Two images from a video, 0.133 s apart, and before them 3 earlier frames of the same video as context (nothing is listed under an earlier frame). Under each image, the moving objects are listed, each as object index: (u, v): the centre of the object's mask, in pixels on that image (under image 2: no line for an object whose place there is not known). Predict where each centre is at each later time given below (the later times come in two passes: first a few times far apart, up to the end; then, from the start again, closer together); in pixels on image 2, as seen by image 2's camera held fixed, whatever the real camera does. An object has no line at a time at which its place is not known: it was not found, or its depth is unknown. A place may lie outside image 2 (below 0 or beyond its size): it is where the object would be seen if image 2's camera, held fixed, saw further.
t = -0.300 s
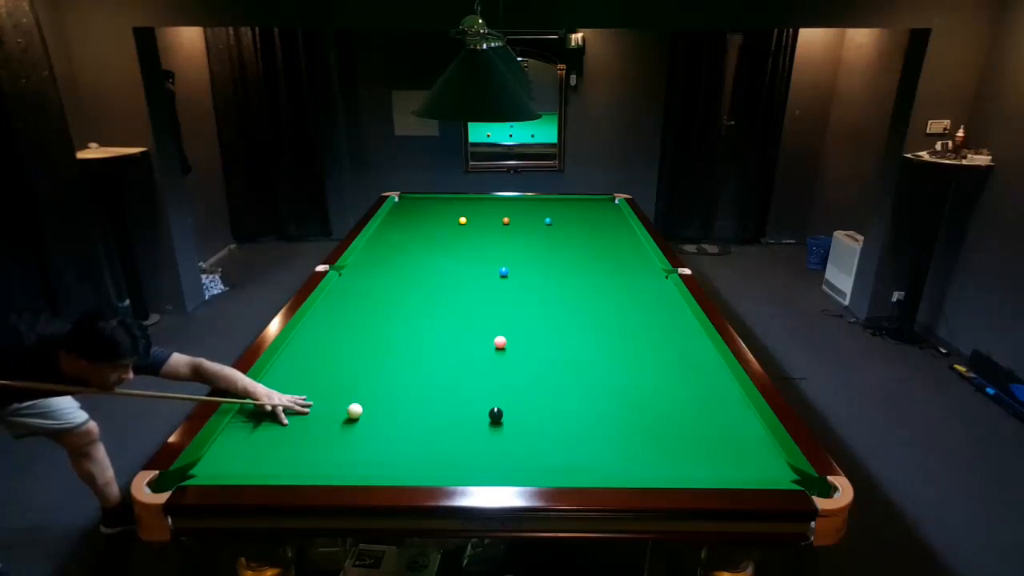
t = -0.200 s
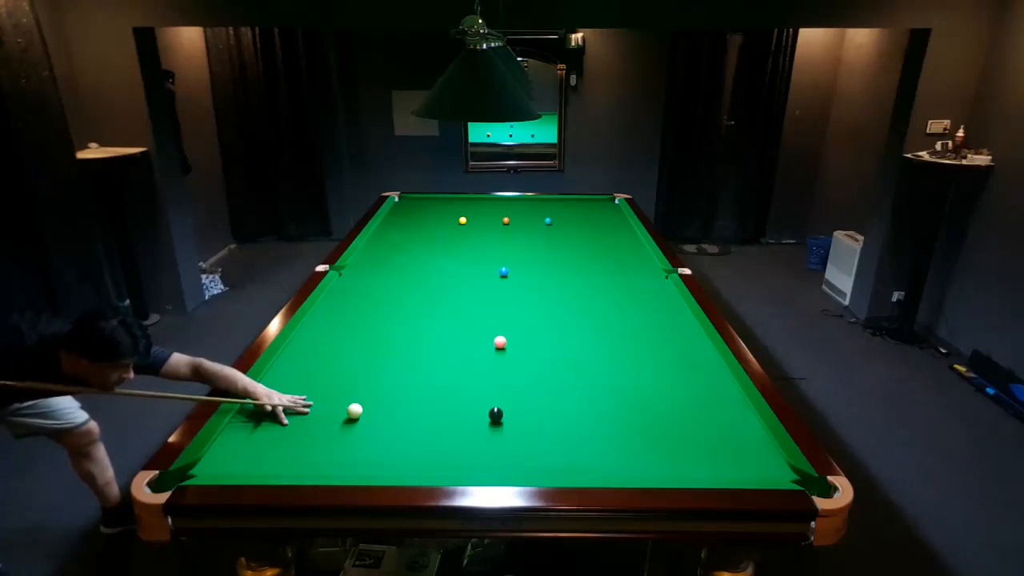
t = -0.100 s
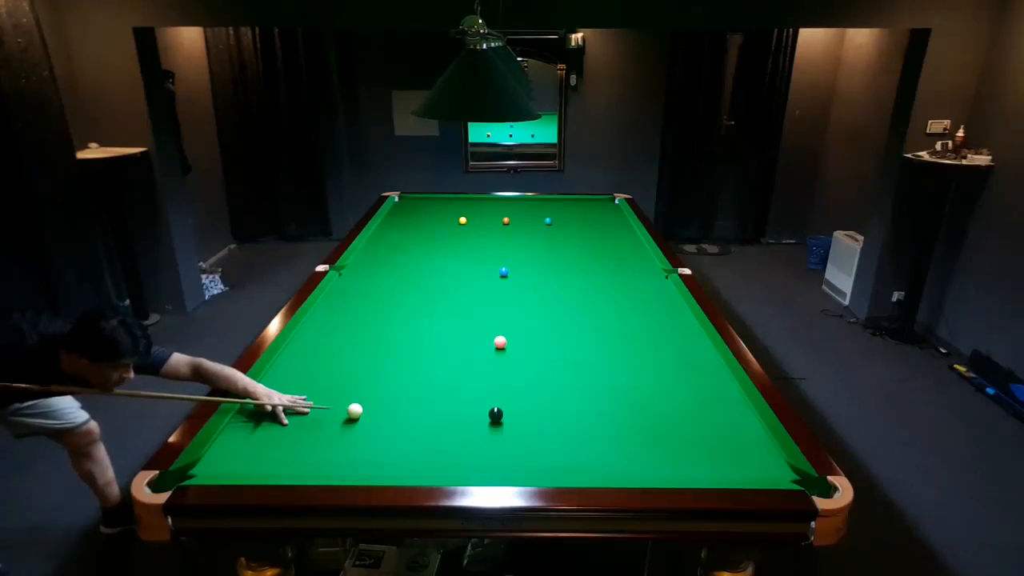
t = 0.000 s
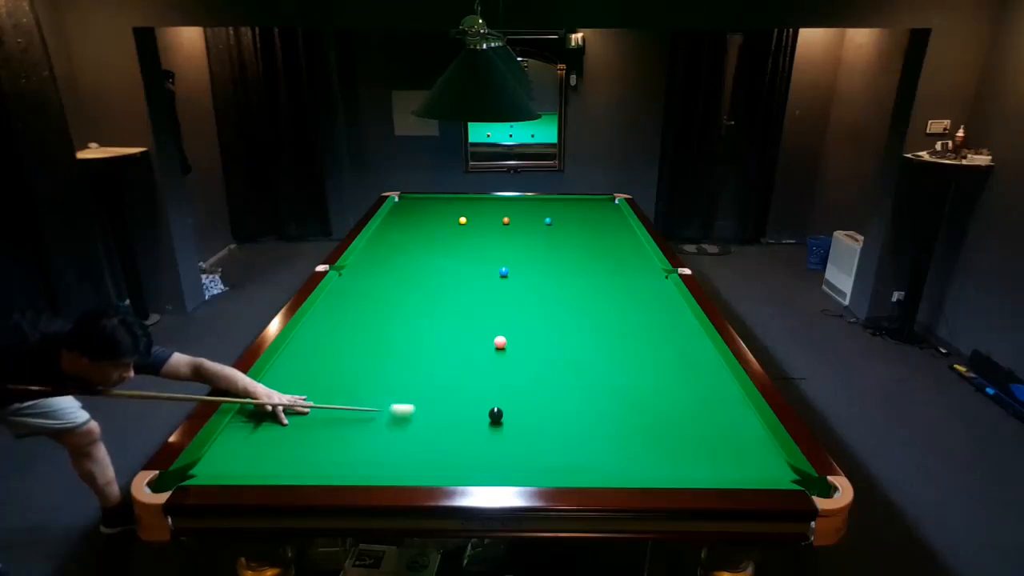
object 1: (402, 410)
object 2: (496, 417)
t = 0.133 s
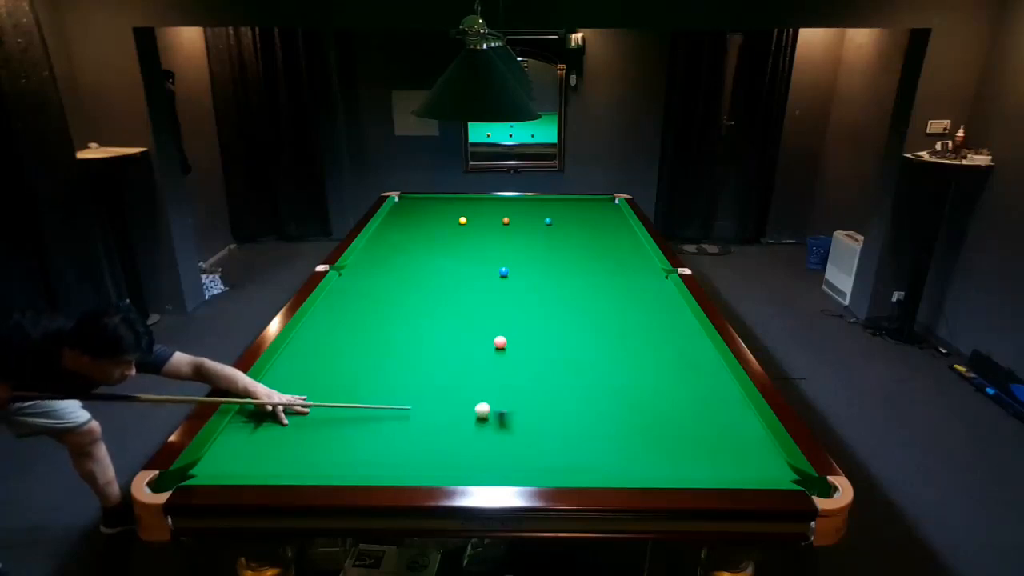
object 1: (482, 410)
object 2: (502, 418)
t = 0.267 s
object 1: (498, 400)
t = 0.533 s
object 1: (532, 382)
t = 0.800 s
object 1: (563, 367)
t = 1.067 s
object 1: (590, 353)
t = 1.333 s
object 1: (613, 342)
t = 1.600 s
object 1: (635, 331)
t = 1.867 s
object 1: (654, 323)
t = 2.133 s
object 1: (671, 314)
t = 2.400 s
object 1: (676, 307)
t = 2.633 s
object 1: (663, 300)
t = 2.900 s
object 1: (650, 293)
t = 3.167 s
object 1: (638, 286)
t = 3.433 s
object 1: (628, 281)
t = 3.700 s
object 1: (619, 276)
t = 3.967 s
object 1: (611, 271)
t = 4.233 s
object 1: (604, 268)
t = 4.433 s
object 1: (599, 265)
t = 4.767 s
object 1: (593, 262)
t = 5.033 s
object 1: (589, 259)
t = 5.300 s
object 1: (585, 257)
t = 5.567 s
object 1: (581, 255)
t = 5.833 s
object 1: (579, 254)
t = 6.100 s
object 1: (577, 253)
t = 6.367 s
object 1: (576, 253)
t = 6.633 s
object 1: (575, 252)
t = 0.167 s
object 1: (485, 408)
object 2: (519, 421)
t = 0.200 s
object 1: (489, 405)
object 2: (536, 424)
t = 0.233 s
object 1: (494, 402)
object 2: (553, 428)
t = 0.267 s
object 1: (498, 400)
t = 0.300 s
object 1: (502, 398)
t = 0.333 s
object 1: (507, 395)
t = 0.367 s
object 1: (511, 393)
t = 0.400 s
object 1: (516, 391)
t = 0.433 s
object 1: (520, 388)
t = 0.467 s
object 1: (524, 386)
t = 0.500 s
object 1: (528, 384)
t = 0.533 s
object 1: (532, 382)
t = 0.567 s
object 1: (536, 380)
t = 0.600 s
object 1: (540, 378)
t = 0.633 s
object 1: (544, 376)
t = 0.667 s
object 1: (548, 374)
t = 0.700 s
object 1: (552, 372)
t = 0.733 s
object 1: (556, 370)
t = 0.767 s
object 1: (559, 369)
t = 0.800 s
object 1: (563, 367)
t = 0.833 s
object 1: (566, 365)
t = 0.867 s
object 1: (570, 363)
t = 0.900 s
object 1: (573, 362)
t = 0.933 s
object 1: (577, 360)
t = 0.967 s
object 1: (580, 358)
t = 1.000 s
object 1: (583, 356)
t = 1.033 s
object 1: (587, 355)
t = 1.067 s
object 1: (590, 353)
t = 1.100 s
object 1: (593, 352)
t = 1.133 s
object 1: (596, 351)
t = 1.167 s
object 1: (599, 349)
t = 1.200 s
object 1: (602, 347)
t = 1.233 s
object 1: (605, 346)
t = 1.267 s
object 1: (608, 344)
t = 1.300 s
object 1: (611, 343)
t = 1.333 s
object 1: (613, 342)
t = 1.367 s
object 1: (617, 340)
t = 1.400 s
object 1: (619, 339)
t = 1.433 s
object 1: (622, 338)
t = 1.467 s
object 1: (625, 337)
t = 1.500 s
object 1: (627, 335)
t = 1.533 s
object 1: (630, 334)
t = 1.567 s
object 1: (632, 333)
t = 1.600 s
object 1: (635, 331)
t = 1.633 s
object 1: (637, 330)
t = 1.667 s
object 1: (640, 329)
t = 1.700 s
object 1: (642, 328)
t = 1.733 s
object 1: (644, 327)
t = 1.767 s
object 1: (647, 326)
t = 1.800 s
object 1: (649, 325)
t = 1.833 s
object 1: (651, 324)
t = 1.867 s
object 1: (654, 323)
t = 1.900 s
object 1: (656, 322)
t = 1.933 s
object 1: (658, 321)
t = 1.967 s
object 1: (660, 320)
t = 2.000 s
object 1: (662, 319)
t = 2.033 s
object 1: (664, 318)
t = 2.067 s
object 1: (666, 316)
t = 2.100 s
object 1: (668, 315)
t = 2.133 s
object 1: (671, 314)
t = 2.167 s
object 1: (673, 314)
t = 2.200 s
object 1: (675, 313)
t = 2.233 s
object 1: (677, 312)
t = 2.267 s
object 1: (678, 311)
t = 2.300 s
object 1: (680, 310)
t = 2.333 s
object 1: (680, 309)
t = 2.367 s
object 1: (678, 308)
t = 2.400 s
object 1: (676, 307)
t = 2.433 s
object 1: (674, 306)
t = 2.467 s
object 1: (673, 305)
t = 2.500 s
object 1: (671, 304)
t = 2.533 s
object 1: (668, 303)
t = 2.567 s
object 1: (667, 302)
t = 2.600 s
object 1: (665, 301)
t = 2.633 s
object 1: (663, 300)
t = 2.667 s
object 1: (661, 299)
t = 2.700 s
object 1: (659, 298)
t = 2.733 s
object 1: (658, 297)
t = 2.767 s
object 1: (656, 296)
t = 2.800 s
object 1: (655, 295)
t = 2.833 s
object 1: (653, 294)
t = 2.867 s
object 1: (651, 293)
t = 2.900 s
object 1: (650, 293)
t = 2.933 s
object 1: (648, 292)
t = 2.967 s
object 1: (647, 291)
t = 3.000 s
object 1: (645, 290)
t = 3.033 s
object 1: (644, 289)
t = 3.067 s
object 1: (642, 289)
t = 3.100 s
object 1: (641, 288)
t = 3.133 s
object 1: (639, 287)
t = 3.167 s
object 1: (638, 286)
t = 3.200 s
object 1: (637, 286)
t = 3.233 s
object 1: (635, 285)
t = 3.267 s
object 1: (634, 284)
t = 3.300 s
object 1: (633, 284)
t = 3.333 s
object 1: (632, 283)
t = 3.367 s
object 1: (631, 282)
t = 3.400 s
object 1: (629, 281)
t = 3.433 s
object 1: (628, 281)
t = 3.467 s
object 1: (627, 280)
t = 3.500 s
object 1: (626, 280)
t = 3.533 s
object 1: (624, 279)
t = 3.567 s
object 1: (624, 278)
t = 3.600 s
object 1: (622, 277)
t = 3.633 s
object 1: (621, 277)
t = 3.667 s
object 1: (620, 276)
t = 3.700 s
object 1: (619, 276)
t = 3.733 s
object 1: (618, 275)
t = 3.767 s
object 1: (617, 275)
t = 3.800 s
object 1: (616, 274)
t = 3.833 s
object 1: (615, 274)
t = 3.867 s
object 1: (614, 273)
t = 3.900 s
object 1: (613, 273)
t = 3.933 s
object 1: (612, 272)
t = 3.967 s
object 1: (611, 271)
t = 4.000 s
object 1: (610, 271)
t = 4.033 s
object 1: (609, 271)
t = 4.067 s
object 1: (608, 270)
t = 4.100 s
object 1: (607, 269)
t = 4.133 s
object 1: (606, 269)
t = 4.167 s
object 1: (606, 269)
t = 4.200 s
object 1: (605, 268)
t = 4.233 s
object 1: (604, 268)
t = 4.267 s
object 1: (603, 267)
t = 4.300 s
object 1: (603, 267)
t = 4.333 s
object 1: (602, 266)
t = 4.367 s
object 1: (601, 266)
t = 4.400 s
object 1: (600, 265)
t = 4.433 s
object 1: (599, 265)
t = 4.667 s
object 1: (594, 262)
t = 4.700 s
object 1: (595, 262)
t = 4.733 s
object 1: (594, 262)
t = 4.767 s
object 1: (593, 262)
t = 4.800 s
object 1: (593, 261)
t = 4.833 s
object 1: (592, 261)
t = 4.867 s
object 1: (592, 261)
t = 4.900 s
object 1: (591, 261)
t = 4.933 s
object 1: (590, 260)
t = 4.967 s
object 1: (590, 260)
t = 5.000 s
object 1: (589, 260)
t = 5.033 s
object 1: (589, 259)
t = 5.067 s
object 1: (588, 259)
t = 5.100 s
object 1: (588, 259)
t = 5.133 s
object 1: (587, 259)
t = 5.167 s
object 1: (587, 258)
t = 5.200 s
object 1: (586, 258)
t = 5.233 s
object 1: (586, 258)
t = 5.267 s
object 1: (585, 257)
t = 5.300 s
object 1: (585, 257)
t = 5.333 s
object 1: (584, 257)
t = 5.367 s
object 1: (584, 257)
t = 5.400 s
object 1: (583, 256)
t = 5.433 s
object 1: (583, 256)
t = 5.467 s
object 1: (583, 256)
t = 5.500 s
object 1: (582, 256)
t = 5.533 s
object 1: (582, 256)
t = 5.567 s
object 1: (581, 255)
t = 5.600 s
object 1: (581, 255)
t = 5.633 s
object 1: (580, 255)
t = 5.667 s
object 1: (580, 255)
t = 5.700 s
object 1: (580, 255)
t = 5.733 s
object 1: (580, 255)
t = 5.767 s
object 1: (579, 254)
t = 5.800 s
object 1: (579, 254)
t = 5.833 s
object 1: (579, 254)
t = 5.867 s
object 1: (579, 254)
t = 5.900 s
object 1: (578, 254)
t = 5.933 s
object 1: (578, 254)
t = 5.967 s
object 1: (578, 254)
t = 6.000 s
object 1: (578, 254)
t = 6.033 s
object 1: (577, 254)
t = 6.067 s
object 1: (577, 254)
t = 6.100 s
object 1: (577, 253)
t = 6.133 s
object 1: (577, 253)
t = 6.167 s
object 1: (577, 253)
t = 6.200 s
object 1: (577, 253)
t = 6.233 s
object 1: (576, 253)
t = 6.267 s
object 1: (576, 253)
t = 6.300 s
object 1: (576, 253)
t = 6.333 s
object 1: (576, 253)
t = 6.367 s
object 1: (576, 253)
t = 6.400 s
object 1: (576, 253)
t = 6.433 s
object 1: (575, 253)
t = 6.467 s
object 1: (575, 253)
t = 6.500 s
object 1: (575, 253)
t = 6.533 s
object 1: (575, 252)
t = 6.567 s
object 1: (575, 252)
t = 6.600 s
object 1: (575, 252)
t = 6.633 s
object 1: (575, 252)
